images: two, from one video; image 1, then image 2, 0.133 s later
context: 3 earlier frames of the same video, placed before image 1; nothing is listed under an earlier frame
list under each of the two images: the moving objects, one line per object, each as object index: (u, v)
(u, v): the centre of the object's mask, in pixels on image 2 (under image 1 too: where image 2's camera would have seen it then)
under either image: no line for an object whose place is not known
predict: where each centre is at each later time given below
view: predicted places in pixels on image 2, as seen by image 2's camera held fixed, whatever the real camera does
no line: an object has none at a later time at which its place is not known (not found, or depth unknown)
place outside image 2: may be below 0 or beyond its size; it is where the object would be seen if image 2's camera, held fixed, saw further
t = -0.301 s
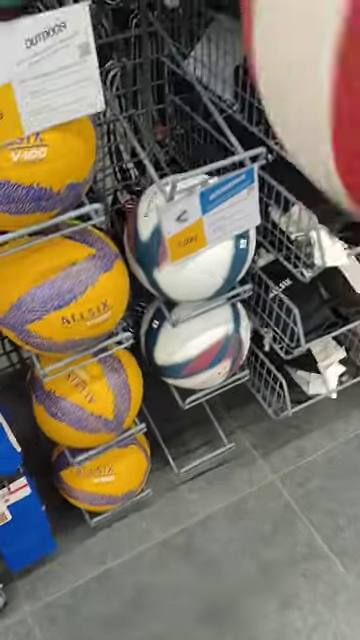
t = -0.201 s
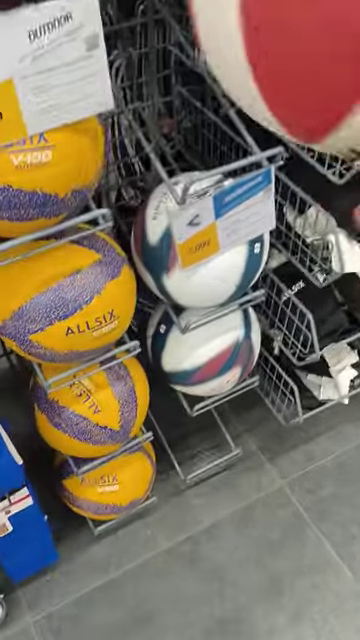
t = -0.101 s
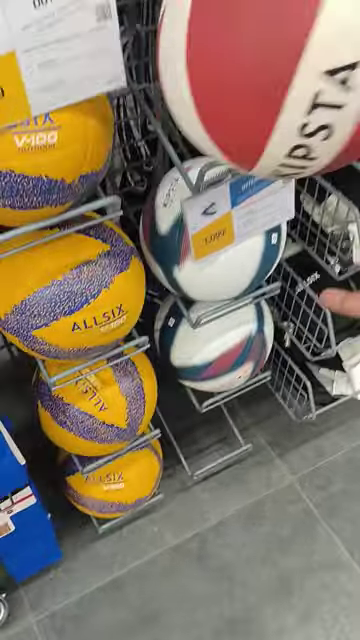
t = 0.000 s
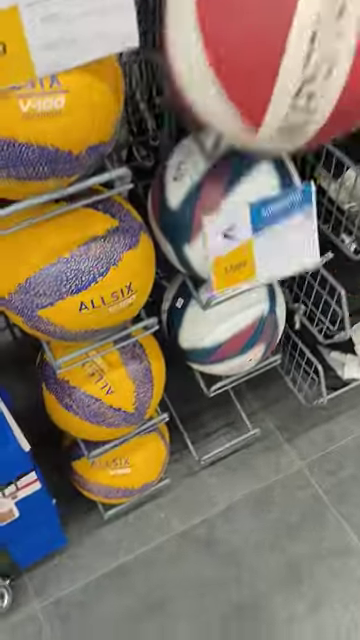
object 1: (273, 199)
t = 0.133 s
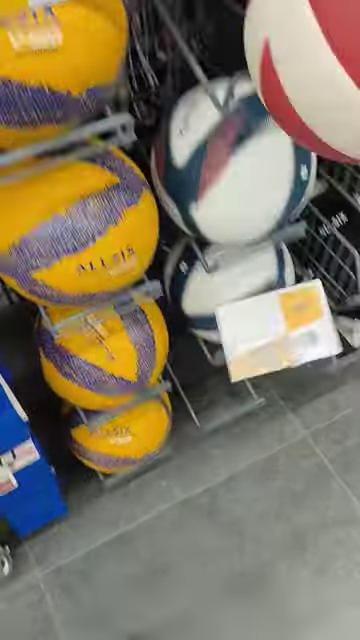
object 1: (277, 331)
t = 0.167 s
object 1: (277, 365)
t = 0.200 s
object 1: (281, 402)
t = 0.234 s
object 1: (272, 443)
